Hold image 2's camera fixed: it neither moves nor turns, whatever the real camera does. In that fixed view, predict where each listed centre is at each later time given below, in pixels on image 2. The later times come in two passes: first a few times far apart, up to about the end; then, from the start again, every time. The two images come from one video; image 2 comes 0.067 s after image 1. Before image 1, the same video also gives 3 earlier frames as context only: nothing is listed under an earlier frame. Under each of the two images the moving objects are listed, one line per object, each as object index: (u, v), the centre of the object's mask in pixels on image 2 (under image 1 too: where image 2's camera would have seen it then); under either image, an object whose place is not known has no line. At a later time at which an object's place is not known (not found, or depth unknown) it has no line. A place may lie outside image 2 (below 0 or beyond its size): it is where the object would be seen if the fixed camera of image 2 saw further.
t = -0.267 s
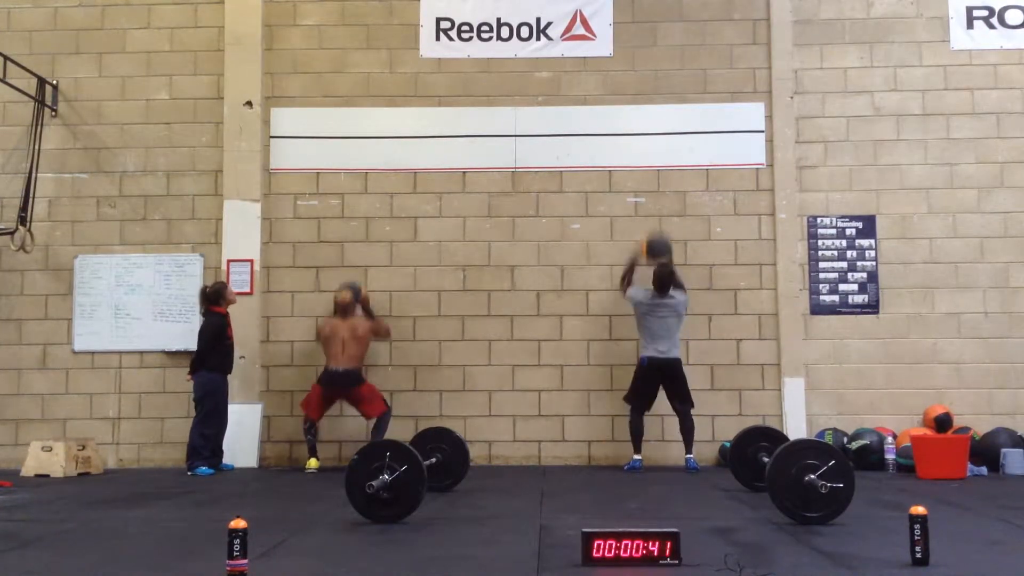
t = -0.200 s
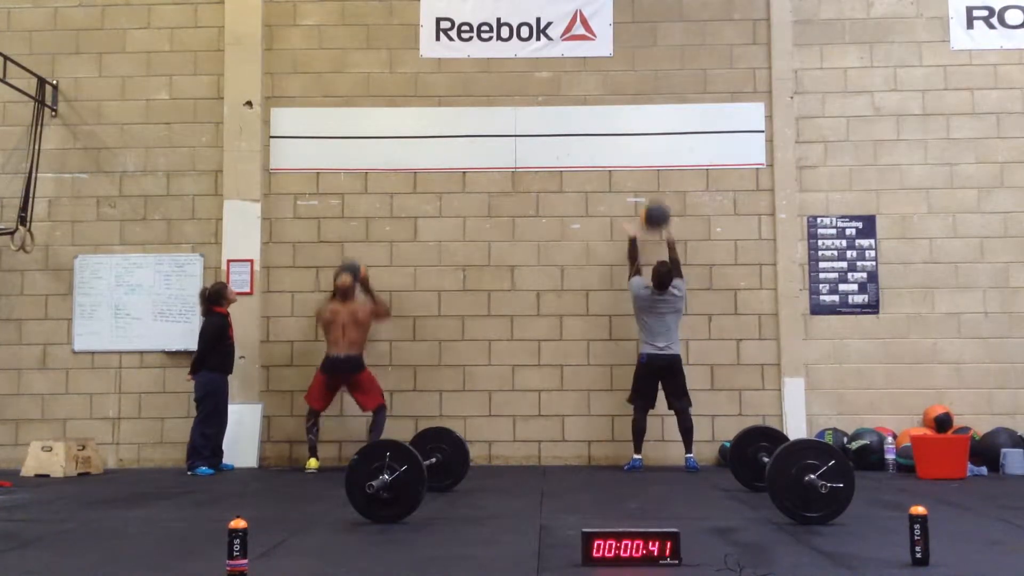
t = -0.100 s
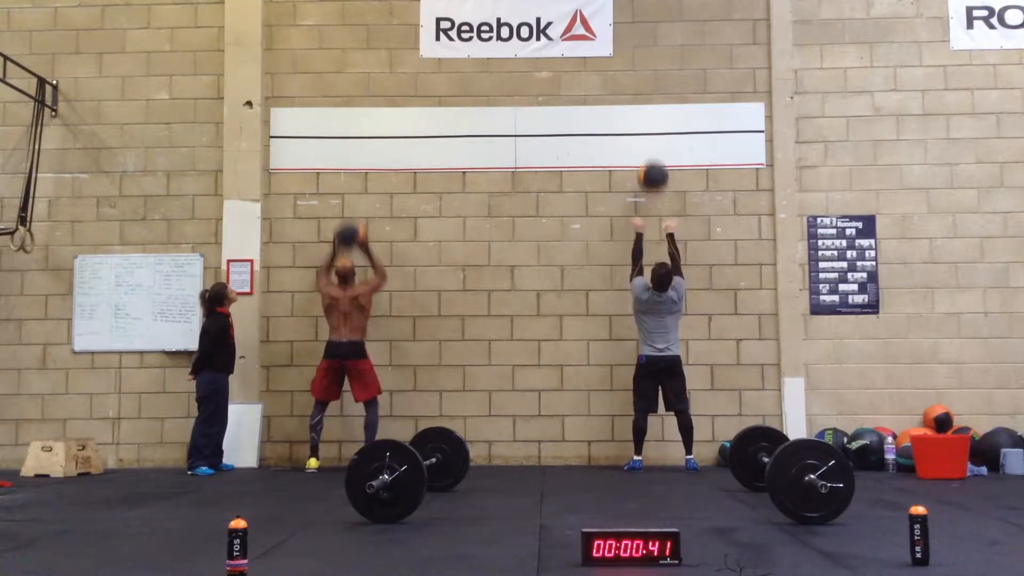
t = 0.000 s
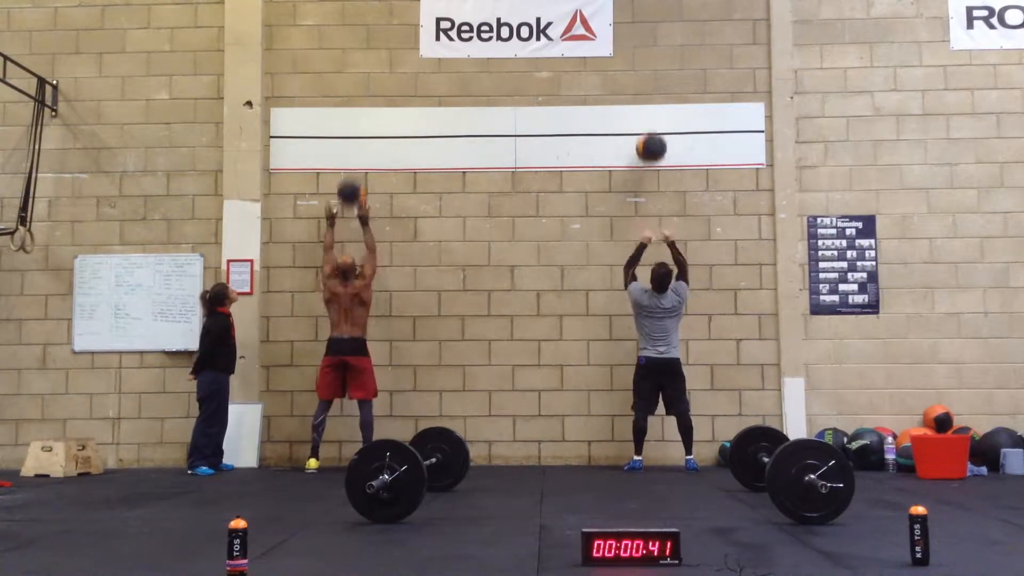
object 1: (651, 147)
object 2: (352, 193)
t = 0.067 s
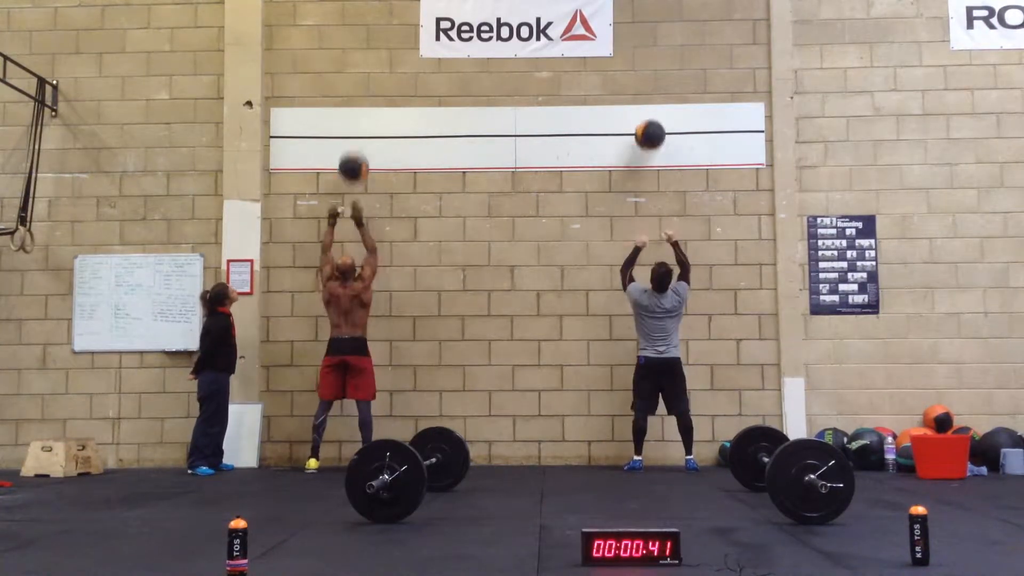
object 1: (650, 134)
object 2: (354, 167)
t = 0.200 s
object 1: (648, 122)
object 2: (356, 132)
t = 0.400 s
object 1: (647, 134)
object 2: (359, 115)
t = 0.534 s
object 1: (647, 162)
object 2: (360, 128)
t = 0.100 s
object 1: (649, 130)
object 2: (354, 156)
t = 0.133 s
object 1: (649, 126)
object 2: (355, 147)
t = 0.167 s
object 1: (648, 124)
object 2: (356, 139)
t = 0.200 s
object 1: (648, 122)
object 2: (356, 132)
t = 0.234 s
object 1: (647, 123)
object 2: (357, 126)
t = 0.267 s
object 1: (647, 123)
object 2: (357, 122)
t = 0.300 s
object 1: (647, 125)
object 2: (357, 118)
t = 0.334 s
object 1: (647, 127)
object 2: (358, 116)
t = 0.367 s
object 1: (647, 130)
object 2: (359, 115)
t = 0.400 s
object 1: (647, 134)
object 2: (359, 115)
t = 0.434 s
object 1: (647, 139)
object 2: (359, 117)
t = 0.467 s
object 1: (647, 146)
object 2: (359, 119)
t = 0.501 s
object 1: (647, 153)
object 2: (359, 123)
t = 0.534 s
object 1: (647, 162)
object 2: (360, 128)
